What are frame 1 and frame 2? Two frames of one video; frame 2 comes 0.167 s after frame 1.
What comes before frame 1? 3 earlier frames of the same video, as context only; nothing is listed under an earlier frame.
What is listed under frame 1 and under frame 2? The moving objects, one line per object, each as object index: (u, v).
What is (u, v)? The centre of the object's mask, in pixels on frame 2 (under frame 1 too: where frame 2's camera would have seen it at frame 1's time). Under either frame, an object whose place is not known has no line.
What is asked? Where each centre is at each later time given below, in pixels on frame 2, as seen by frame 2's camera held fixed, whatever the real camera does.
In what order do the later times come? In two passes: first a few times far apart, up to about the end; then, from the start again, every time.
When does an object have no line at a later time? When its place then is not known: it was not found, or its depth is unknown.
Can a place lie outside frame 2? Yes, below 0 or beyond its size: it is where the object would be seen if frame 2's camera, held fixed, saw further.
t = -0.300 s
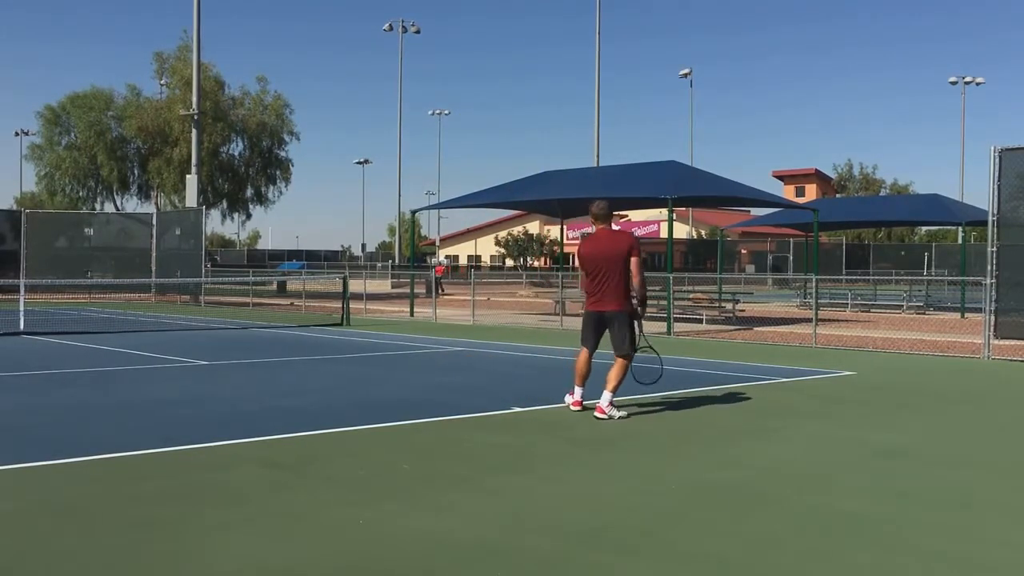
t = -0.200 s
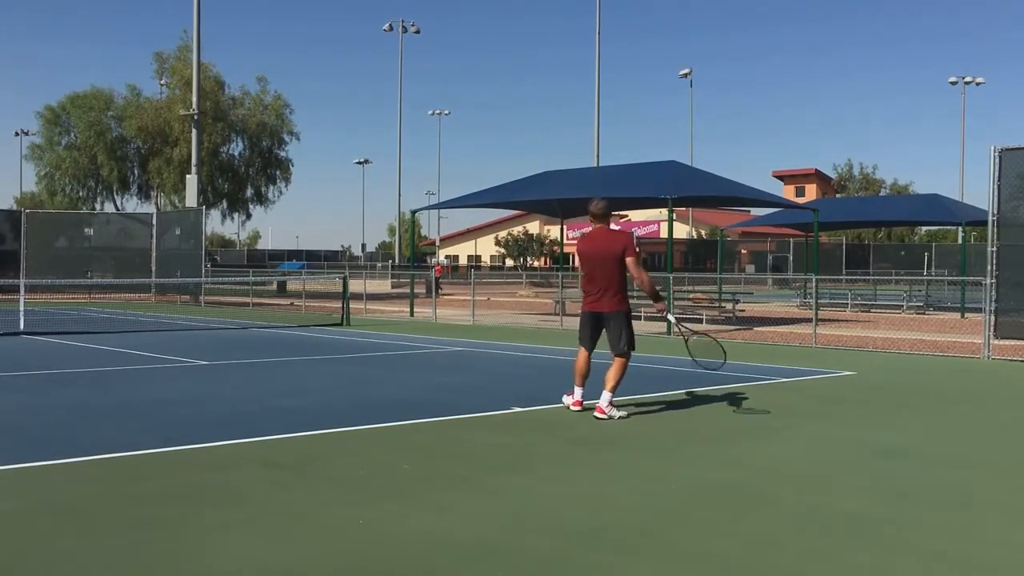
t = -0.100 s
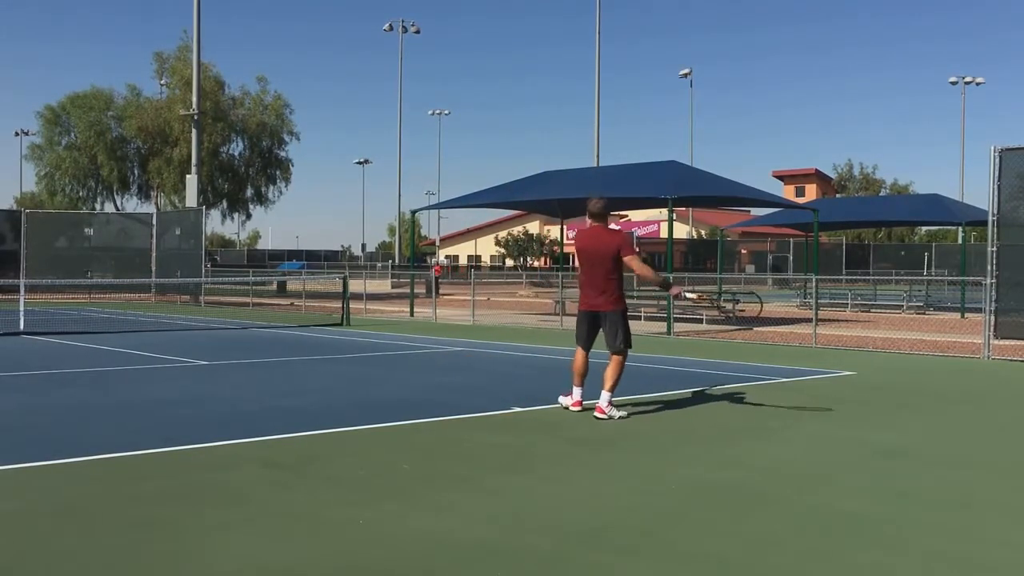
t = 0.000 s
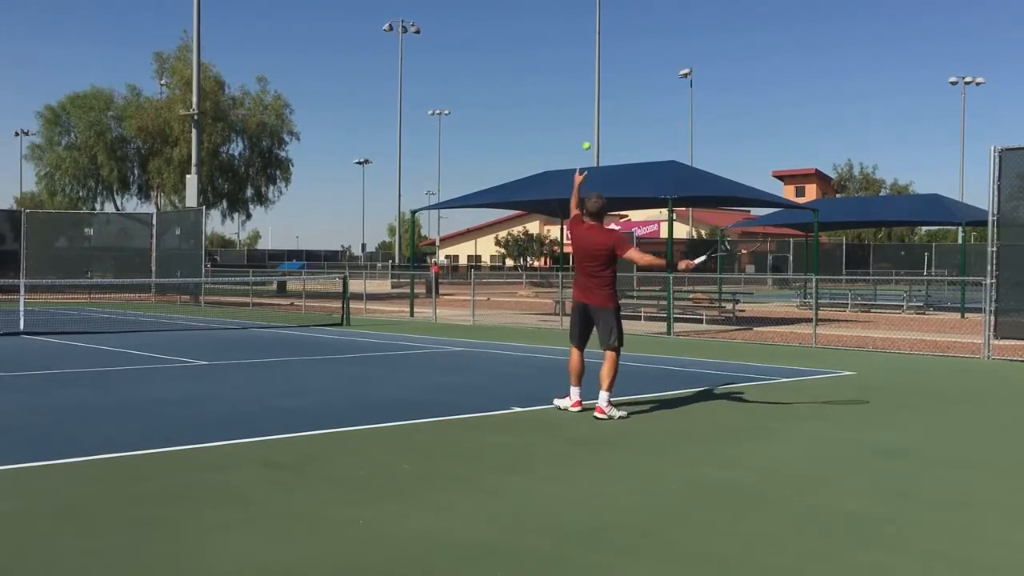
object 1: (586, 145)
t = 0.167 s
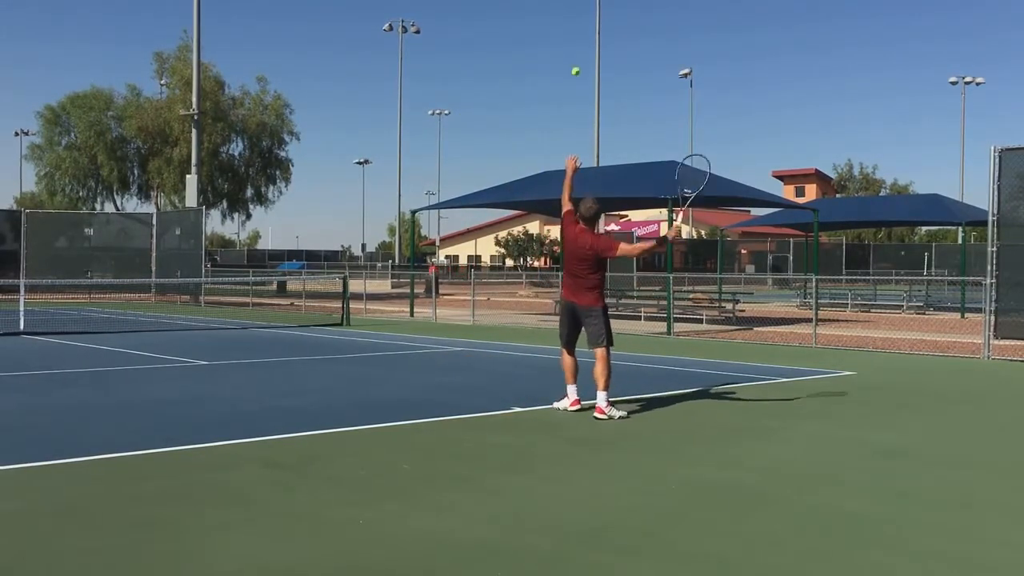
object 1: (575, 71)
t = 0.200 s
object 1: (573, 59)
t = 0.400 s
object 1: (559, 20)
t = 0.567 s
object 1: (547, 21)
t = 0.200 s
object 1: (573, 59)
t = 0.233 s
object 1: (571, 50)
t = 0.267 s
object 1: (569, 41)
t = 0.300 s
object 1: (566, 34)
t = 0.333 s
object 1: (564, 28)
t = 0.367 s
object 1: (562, 23)
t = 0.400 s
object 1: (559, 20)
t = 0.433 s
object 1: (557, 17)
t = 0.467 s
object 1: (555, 16)
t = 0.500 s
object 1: (552, 17)
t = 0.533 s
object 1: (550, 18)
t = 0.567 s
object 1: (547, 21)
